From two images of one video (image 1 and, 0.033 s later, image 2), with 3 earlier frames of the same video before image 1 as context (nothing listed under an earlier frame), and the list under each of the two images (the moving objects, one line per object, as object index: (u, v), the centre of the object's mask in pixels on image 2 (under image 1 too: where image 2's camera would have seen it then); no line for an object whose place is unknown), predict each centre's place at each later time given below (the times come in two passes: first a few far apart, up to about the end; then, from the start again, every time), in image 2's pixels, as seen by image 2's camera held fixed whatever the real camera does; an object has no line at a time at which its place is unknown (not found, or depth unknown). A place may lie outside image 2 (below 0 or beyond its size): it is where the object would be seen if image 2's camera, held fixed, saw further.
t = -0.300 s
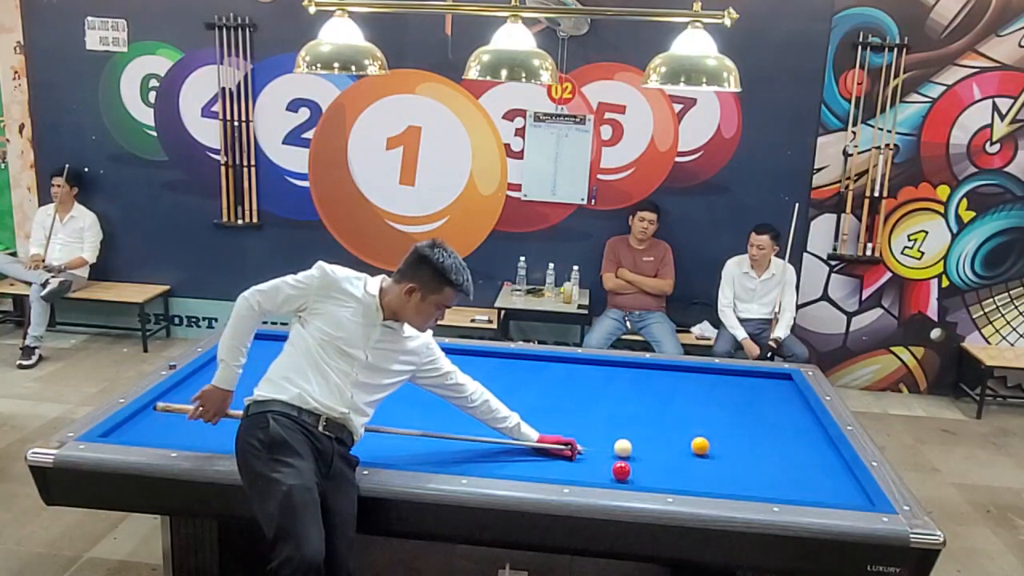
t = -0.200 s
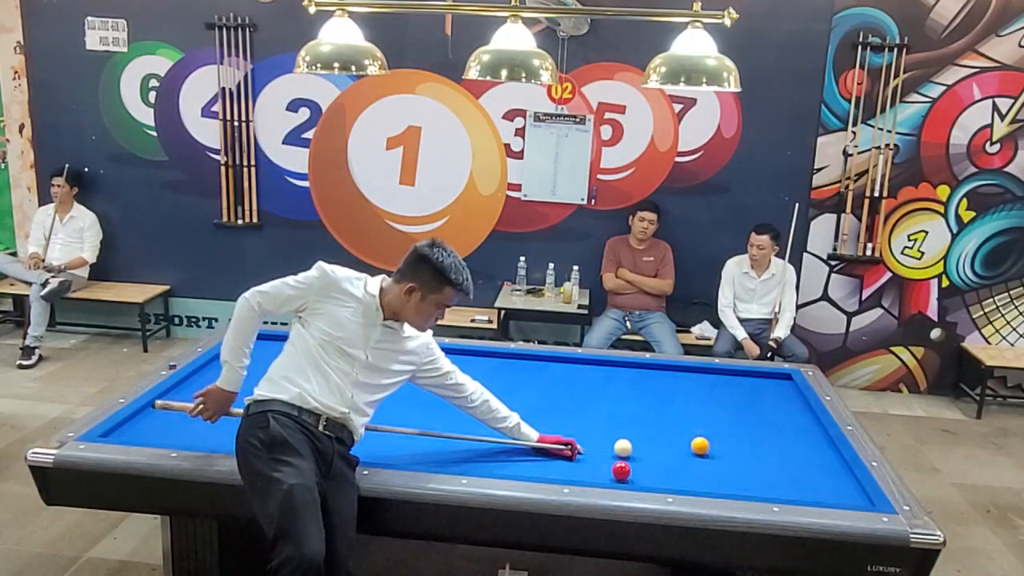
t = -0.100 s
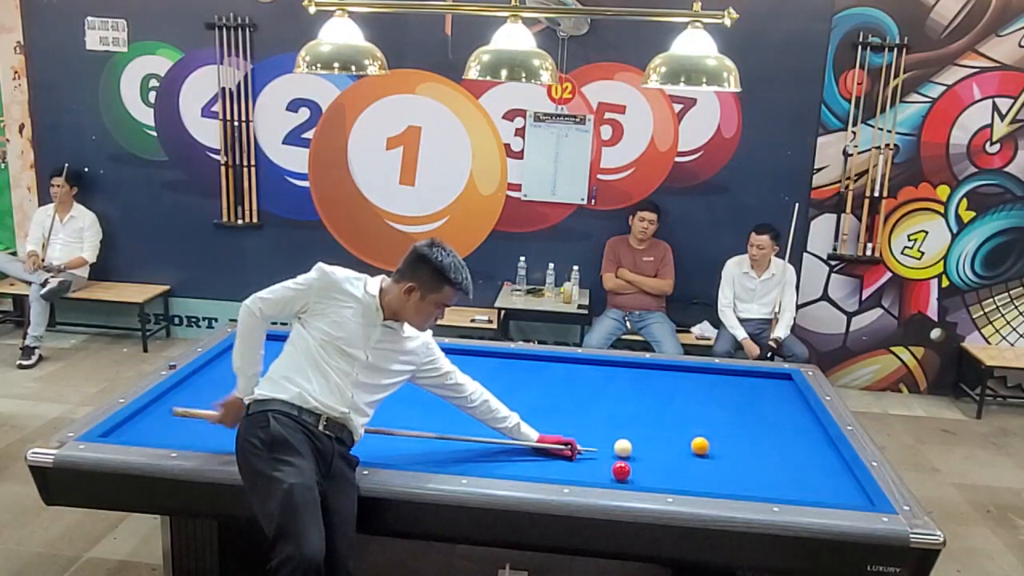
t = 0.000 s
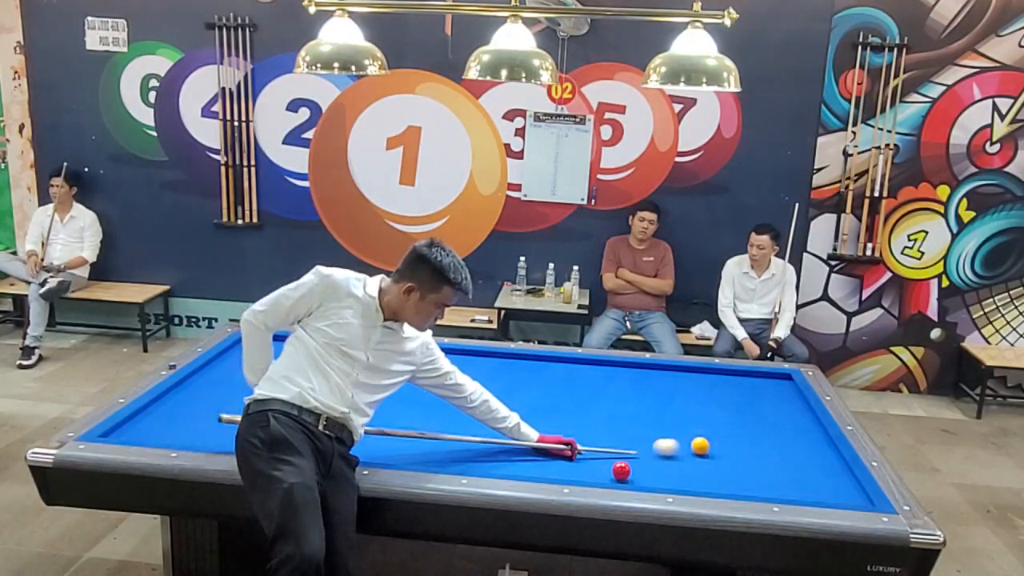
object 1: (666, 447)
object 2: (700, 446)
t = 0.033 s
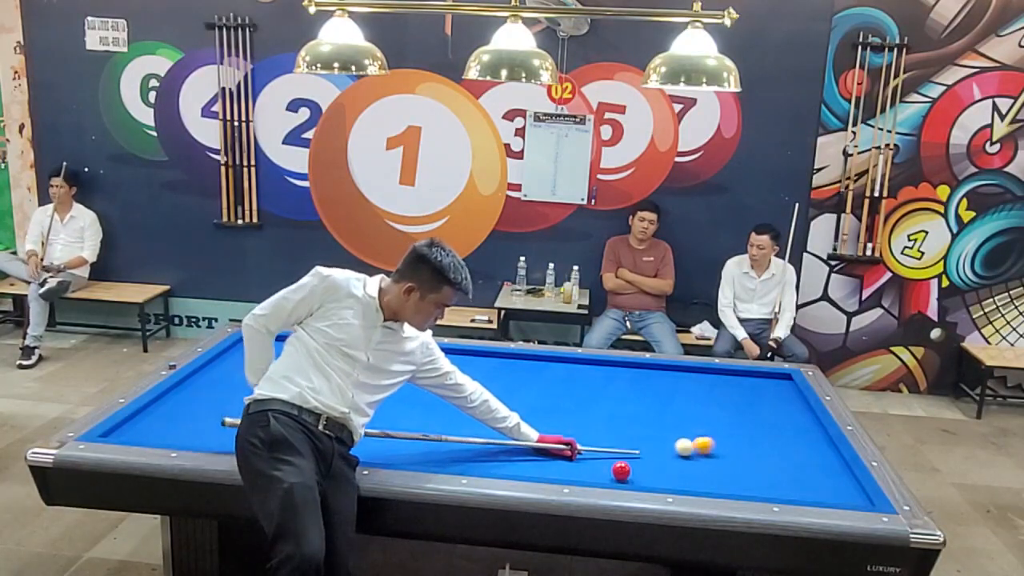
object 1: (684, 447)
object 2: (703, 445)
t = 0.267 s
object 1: (685, 455)
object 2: (819, 435)
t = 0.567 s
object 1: (669, 464)
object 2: (721, 415)
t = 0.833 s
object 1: (655, 472)
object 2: (653, 399)
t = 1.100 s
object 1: (640, 478)
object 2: (592, 386)
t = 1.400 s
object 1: (620, 477)
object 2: (528, 371)
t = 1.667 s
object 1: (602, 474)
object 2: (477, 360)
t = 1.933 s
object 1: (585, 471)
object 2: (429, 349)
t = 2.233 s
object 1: (567, 468)
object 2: (377, 350)
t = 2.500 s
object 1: (552, 465)
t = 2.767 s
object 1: (539, 462)
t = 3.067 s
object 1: (525, 459)
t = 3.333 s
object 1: (514, 457)
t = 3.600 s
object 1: (504, 455)
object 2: (272, 364)
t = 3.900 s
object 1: (494, 453)
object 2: (286, 373)
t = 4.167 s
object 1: (487, 451)
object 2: (303, 380)
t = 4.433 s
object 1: (480, 449)
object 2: (320, 388)
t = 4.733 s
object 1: (473, 448)
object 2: (340, 396)
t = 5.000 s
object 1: (469, 447)
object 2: (357, 404)
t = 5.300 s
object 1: (465, 446)
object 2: (377, 413)
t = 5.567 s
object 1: (462, 445)
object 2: (394, 421)
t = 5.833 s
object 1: (460, 444)
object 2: (412, 428)
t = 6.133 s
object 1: (459, 444)
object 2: (432, 437)
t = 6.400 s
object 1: (465, 445)
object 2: (442, 443)
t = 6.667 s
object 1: (478, 447)
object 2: (443, 448)
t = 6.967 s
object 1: (491, 450)
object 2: (444, 452)
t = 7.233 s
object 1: (501, 451)
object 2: (445, 455)
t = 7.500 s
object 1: (511, 453)
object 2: (446, 458)
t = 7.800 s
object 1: (520, 455)
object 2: (447, 460)
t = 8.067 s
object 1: (528, 456)
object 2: (447, 461)
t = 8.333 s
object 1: (535, 458)
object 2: (448, 463)
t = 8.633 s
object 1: (541, 458)
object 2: (449, 464)
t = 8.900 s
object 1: (546, 459)
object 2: (449, 463)
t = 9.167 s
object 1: (549, 460)
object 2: (449, 463)
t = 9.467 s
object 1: (552, 460)
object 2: (449, 463)
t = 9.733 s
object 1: (553, 460)
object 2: (449, 463)
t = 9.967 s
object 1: (553, 460)
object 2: (449, 463)
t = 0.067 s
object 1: (686, 448)
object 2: (722, 443)
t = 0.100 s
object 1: (687, 450)
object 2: (739, 442)
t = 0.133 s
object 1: (688, 451)
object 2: (757, 440)
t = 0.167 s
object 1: (688, 452)
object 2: (773, 439)
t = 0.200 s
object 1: (687, 453)
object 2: (789, 438)
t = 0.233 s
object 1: (687, 454)
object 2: (805, 436)
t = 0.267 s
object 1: (685, 455)
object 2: (819, 435)
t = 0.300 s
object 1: (684, 456)
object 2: (812, 433)
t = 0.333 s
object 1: (682, 457)
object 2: (799, 430)
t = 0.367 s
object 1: (680, 458)
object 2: (786, 428)
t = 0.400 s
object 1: (678, 459)
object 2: (774, 425)
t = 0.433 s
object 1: (676, 460)
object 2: (762, 423)
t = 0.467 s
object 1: (675, 461)
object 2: (751, 421)
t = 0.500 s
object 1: (673, 462)
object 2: (740, 418)
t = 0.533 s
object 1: (671, 463)
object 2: (731, 417)
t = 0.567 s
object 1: (669, 464)
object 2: (721, 415)
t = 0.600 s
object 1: (667, 465)
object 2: (712, 413)
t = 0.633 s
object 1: (665, 466)
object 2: (704, 410)
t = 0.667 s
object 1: (664, 467)
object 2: (695, 409)
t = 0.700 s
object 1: (662, 468)
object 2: (687, 407)
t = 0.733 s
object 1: (660, 469)
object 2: (678, 405)
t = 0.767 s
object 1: (658, 470)
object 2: (670, 403)
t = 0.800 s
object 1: (656, 471)
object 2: (662, 401)
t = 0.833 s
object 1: (655, 472)
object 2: (653, 399)
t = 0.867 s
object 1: (653, 473)
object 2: (645, 398)
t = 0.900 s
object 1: (651, 474)
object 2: (638, 396)
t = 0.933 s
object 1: (649, 475)
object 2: (630, 394)
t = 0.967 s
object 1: (647, 475)
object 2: (622, 393)
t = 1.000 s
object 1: (646, 476)
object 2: (614, 390)
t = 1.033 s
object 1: (644, 477)
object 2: (607, 389)
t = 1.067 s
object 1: (642, 477)
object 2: (599, 387)
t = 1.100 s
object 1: (640, 478)
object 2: (592, 386)
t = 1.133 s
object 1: (638, 478)
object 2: (584, 384)
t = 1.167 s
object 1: (636, 479)
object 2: (577, 382)
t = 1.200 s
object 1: (635, 480)
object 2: (570, 381)
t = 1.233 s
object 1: (633, 480)
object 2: (563, 379)
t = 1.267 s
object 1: (630, 480)
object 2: (556, 378)
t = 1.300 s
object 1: (628, 479)
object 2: (549, 376)
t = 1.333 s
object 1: (625, 478)
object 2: (542, 374)
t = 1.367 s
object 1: (623, 477)
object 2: (535, 373)
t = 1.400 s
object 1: (620, 477)
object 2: (528, 371)
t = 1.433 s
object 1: (618, 477)
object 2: (522, 370)
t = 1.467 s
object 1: (616, 476)
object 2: (515, 368)
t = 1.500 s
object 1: (613, 476)
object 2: (508, 367)
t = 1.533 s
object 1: (611, 475)
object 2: (502, 366)
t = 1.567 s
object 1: (609, 475)
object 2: (495, 364)
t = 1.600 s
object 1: (606, 475)
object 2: (489, 362)
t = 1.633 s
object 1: (604, 474)
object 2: (483, 361)
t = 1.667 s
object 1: (602, 474)
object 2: (477, 360)
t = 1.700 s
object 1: (599, 473)
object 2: (471, 358)
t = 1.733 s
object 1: (597, 473)
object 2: (465, 357)
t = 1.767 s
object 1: (595, 473)
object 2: (458, 355)
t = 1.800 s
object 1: (593, 472)
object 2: (452, 354)
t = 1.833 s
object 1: (591, 472)
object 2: (447, 352)
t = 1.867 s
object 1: (589, 472)
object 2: (441, 351)
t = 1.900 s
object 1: (587, 472)
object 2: (435, 350)
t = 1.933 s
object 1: (585, 471)
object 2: (429, 349)
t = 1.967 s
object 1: (582, 471)
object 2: (423, 349)
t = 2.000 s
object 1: (580, 471)
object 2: (417, 350)
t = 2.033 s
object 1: (578, 470)
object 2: (411, 350)
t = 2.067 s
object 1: (577, 470)
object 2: (405, 350)
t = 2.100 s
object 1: (574, 470)
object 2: (399, 350)
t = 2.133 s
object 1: (573, 469)
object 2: (393, 350)
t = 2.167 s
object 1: (570, 469)
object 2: (387, 350)
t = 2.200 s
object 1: (569, 469)
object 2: (381, 350)
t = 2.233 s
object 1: (567, 468)
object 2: (377, 350)
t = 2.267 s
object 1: (565, 468)
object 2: (372, 350)
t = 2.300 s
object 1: (563, 467)
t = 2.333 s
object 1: (561, 467)
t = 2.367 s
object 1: (559, 467)
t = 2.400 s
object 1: (557, 467)
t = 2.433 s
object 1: (555, 466)
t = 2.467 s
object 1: (554, 466)
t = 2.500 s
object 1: (552, 465)
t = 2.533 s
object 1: (550, 465)
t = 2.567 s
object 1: (549, 465)
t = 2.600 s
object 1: (547, 464)
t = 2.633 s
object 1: (545, 464)
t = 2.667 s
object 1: (543, 464)
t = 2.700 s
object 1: (542, 463)
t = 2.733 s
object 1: (540, 463)
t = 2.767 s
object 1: (539, 462)
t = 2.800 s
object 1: (537, 462)
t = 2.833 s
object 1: (535, 462)
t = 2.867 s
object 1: (534, 462)
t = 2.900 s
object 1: (532, 461)
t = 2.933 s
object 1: (531, 461)
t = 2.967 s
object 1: (530, 460)
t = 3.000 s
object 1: (528, 460)
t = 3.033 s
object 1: (526, 459)
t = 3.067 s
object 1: (525, 459)
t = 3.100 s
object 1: (524, 459)
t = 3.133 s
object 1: (522, 459)
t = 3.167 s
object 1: (521, 459)
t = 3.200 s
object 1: (519, 458)
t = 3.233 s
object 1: (518, 458)
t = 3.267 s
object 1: (516, 458)
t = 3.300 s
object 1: (515, 457)
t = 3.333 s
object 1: (514, 457)
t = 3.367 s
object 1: (512, 457)
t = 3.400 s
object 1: (511, 456)
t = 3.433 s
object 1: (510, 456)
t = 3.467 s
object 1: (509, 456)
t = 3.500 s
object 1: (507, 456)
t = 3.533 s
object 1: (506, 455)
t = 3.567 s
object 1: (505, 455)
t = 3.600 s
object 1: (504, 455)
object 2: (272, 364)
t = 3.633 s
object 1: (503, 455)
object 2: (271, 365)
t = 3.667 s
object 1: (502, 454)
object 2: (271, 366)
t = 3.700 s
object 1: (500, 454)
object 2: (272, 367)
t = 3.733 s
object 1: (499, 454)
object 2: (276, 368)
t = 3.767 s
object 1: (499, 454)
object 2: (278, 370)
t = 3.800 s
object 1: (497, 453)
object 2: (280, 370)
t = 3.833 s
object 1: (496, 453)
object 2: (282, 371)
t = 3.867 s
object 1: (495, 453)
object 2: (284, 372)
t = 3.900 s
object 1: (494, 453)
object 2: (286, 373)
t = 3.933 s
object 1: (493, 452)
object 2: (288, 374)
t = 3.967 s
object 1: (492, 452)
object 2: (290, 375)
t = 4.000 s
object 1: (491, 452)
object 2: (292, 376)
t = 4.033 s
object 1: (490, 452)
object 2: (294, 377)
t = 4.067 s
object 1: (489, 452)
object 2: (296, 378)
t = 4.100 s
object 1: (488, 451)
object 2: (299, 379)
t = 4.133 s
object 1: (487, 451)
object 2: (301, 379)
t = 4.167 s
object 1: (487, 451)
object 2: (303, 380)
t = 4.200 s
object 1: (486, 451)
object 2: (305, 382)
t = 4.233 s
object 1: (485, 451)
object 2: (307, 382)
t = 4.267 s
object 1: (484, 450)
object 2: (309, 383)
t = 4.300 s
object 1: (483, 450)
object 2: (312, 384)
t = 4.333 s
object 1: (482, 450)
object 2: (314, 385)
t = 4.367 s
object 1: (482, 450)
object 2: (316, 386)
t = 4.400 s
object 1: (481, 449)
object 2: (318, 387)
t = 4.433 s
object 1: (480, 449)
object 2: (320, 388)
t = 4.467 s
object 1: (479, 449)
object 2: (322, 389)
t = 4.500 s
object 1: (478, 449)
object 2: (324, 390)
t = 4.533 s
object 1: (478, 449)
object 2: (327, 391)
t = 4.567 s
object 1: (477, 448)
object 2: (329, 392)
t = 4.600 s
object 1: (476, 448)
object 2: (331, 393)
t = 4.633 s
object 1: (476, 448)
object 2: (333, 394)
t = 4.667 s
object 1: (475, 448)
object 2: (335, 395)
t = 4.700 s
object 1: (474, 448)
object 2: (337, 396)
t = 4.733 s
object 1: (473, 448)
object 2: (340, 396)
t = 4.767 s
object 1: (473, 448)
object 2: (342, 397)
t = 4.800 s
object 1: (472, 447)
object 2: (344, 399)
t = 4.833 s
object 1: (472, 447)
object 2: (346, 399)
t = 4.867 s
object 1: (471, 447)
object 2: (348, 401)
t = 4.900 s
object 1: (471, 447)
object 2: (350, 401)
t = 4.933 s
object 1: (470, 447)
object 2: (353, 402)
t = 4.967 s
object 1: (469, 447)
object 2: (355, 403)
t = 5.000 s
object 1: (469, 447)
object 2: (357, 404)
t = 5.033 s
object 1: (468, 446)
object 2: (359, 405)
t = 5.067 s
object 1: (468, 446)
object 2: (361, 406)
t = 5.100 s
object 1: (467, 446)
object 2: (363, 407)
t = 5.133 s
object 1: (467, 446)
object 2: (366, 408)
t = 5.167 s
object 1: (466, 446)
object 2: (368, 409)
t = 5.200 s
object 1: (466, 446)
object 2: (370, 410)
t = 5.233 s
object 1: (466, 446)
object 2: (372, 411)
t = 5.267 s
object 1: (465, 446)
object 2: (374, 412)
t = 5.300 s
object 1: (465, 446)
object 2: (377, 413)
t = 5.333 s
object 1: (464, 445)
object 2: (379, 414)
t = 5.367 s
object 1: (464, 445)
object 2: (381, 415)
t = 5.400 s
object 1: (464, 445)
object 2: (383, 416)
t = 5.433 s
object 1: (464, 445)
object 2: (385, 417)
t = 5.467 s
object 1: (463, 445)
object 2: (387, 418)
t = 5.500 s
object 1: (463, 445)
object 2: (390, 419)
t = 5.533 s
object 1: (462, 445)
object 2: (392, 420)
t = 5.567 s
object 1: (462, 445)
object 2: (394, 421)
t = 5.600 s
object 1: (462, 444)
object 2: (396, 421)
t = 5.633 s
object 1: (461, 444)
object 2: (398, 423)
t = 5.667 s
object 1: (461, 444)
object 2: (401, 424)
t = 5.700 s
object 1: (461, 444)
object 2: (403, 425)
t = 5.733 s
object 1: (461, 444)
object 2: (405, 426)
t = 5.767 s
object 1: (461, 444)
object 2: (407, 426)
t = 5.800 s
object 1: (460, 444)
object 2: (409, 427)
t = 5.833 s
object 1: (460, 444)
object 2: (412, 428)
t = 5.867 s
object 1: (460, 444)
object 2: (414, 430)
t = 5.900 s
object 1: (460, 444)
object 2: (416, 430)
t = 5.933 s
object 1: (460, 444)
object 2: (418, 431)
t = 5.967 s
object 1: (459, 444)
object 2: (420, 432)
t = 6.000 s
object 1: (459, 444)
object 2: (423, 433)
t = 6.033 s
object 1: (459, 444)
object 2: (425, 435)
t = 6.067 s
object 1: (459, 444)
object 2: (427, 435)
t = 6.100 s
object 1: (459, 444)
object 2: (429, 436)
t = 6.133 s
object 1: (459, 444)
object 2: (432, 437)
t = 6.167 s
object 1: (459, 444)
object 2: (434, 438)
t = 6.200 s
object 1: (459, 444)
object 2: (436, 439)
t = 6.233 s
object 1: (459, 444)
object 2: (438, 440)
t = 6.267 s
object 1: (458, 444)
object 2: (440, 441)
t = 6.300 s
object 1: (459, 444)
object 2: (441, 441)
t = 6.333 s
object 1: (462, 444)
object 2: (441, 442)
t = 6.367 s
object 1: (463, 445)
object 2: (441, 443)
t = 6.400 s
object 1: (465, 445)
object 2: (442, 443)
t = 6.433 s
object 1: (467, 445)
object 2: (442, 444)
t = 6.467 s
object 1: (468, 446)
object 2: (442, 444)
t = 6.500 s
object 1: (470, 446)
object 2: (442, 445)
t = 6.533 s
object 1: (471, 446)
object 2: (442, 445)
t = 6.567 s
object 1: (473, 446)
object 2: (442, 446)
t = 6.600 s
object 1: (474, 447)
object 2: (443, 446)
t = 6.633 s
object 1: (476, 447)
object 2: (443, 447)
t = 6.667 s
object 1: (478, 447)
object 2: (443, 448)
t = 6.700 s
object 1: (479, 447)
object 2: (443, 448)
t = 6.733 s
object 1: (480, 448)
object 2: (443, 448)
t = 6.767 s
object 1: (482, 448)
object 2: (443, 449)
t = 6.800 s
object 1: (483, 448)
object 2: (443, 450)
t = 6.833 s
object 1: (485, 449)
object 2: (444, 450)
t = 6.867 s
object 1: (486, 449)
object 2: (444, 450)
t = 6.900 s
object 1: (488, 449)
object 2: (444, 451)
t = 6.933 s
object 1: (489, 449)
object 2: (444, 451)
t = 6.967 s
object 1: (491, 450)
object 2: (444, 452)
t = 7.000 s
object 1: (492, 450)
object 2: (444, 452)
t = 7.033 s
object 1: (493, 450)
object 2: (444, 453)
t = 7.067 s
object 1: (495, 450)
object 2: (444, 453)
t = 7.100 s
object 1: (496, 451)
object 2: (445, 454)
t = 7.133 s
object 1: (497, 451)
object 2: (445, 454)
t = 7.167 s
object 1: (499, 451)
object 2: (445, 455)
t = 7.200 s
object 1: (500, 451)
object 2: (445, 455)
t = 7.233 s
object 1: (501, 451)
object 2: (445, 455)
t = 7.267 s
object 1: (502, 452)
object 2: (445, 456)
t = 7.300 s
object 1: (503, 452)
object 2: (445, 456)
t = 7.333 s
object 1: (505, 452)
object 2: (445, 456)
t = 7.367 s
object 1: (506, 453)
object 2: (445, 457)
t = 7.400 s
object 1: (507, 453)
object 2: (446, 457)
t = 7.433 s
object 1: (508, 453)
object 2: (445, 458)
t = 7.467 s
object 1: (510, 453)
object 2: (446, 458)
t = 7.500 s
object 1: (511, 453)
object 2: (446, 458)
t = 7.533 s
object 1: (512, 454)
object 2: (446, 458)
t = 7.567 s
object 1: (513, 454)
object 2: (446, 459)
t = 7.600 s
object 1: (514, 454)
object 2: (446, 459)
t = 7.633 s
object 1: (515, 454)
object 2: (446, 459)
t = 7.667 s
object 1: (516, 454)
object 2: (447, 459)
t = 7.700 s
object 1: (517, 455)
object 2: (447, 459)
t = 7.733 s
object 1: (518, 455)
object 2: (447, 460)
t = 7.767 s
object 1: (519, 455)
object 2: (447, 460)
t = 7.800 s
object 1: (520, 455)
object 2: (447, 460)
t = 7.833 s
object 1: (521, 455)
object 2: (447, 460)
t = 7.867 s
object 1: (523, 455)
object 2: (447, 460)
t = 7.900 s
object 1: (523, 456)
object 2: (447, 461)
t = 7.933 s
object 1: (524, 456)
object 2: (447, 461)
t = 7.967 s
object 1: (525, 456)
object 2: (447, 461)
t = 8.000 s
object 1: (526, 456)
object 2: (447, 461)
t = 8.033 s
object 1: (527, 456)
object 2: (447, 461)
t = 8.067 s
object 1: (528, 456)
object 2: (447, 461)
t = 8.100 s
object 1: (529, 457)
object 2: (447, 461)
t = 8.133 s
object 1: (530, 457)
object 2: (447, 462)
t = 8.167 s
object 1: (531, 457)
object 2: (448, 462)
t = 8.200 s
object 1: (532, 457)
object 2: (448, 462)
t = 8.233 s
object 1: (532, 457)
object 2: (448, 462)
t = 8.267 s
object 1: (533, 457)
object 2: (448, 462)
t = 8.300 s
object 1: (534, 457)
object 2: (448, 462)
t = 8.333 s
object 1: (535, 458)
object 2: (448, 463)
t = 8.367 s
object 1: (535, 458)
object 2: (448, 463)
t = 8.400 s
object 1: (536, 458)
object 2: (448, 463)
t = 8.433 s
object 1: (537, 458)
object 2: (448, 463)
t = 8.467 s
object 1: (538, 458)
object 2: (448, 463)
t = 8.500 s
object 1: (538, 458)
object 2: (448, 463)
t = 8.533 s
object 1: (539, 458)
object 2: (448, 463)
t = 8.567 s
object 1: (540, 458)
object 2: (449, 463)
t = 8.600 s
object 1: (540, 458)
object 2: (449, 464)
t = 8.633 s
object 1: (541, 458)
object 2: (449, 464)
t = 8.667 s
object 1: (542, 458)
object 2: (449, 464)
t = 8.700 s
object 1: (542, 459)
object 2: (449, 464)
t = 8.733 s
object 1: (543, 459)
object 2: (449, 464)
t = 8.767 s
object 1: (543, 459)
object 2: (449, 464)
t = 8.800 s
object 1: (544, 459)
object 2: (449, 464)
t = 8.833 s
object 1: (544, 459)
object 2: (449, 463)
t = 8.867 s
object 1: (545, 459)
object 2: (449, 463)
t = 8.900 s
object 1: (546, 459)
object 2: (449, 463)
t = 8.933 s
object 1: (546, 459)
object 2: (449, 463)
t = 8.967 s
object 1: (546, 459)
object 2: (449, 463)
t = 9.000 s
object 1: (547, 459)
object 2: (449, 463)
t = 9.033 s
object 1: (547, 460)
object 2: (449, 463)
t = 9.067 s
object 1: (548, 460)
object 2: (449, 463)
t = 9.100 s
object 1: (548, 460)
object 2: (449, 463)
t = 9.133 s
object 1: (549, 460)
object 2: (449, 463)
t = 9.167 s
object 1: (549, 460)
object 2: (449, 463)
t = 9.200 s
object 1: (549, 460)
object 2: (449, 463)
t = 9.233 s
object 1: (550, 460)
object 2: (449, 463)
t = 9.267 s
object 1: (550, 460)
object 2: (449, 463)
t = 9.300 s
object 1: (550, 460)
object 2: (449, 463)
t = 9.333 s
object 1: (550, 460)
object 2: (449, 463)
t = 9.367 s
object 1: (551, 460)
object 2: (449, 463)
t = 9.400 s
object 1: (551, 460)
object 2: (449, 463)
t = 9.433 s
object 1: (551, 460)
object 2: (449, 463)
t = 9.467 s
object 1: (552, 460)
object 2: (449, 463)
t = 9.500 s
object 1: (552, 460)
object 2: (449, 463)
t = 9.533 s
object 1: (552, 460)
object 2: (449, 463)
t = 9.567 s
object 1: (552, 460)
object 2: (449, 463)
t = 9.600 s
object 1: (552, 460)
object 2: (449, 463)
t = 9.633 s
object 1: (552, 460)
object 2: (449, 463)
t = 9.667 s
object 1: (552, 460)
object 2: (449, 463)
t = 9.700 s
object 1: (553, 460)
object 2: (449, 463)
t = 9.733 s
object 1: (553, 460)
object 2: (449, 463)
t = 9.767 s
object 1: (553, 460)
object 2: (449, 463)
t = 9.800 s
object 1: (553, 460)
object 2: (449, 463)
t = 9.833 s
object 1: (553, 460)
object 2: (449, 463)
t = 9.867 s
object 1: (553, 460)
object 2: (449, 463)
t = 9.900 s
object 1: (553, 460)
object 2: (449, 463)
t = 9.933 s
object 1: (553, 460)
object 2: (449, 463)
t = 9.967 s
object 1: (553, 460)
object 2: (449, 463)
